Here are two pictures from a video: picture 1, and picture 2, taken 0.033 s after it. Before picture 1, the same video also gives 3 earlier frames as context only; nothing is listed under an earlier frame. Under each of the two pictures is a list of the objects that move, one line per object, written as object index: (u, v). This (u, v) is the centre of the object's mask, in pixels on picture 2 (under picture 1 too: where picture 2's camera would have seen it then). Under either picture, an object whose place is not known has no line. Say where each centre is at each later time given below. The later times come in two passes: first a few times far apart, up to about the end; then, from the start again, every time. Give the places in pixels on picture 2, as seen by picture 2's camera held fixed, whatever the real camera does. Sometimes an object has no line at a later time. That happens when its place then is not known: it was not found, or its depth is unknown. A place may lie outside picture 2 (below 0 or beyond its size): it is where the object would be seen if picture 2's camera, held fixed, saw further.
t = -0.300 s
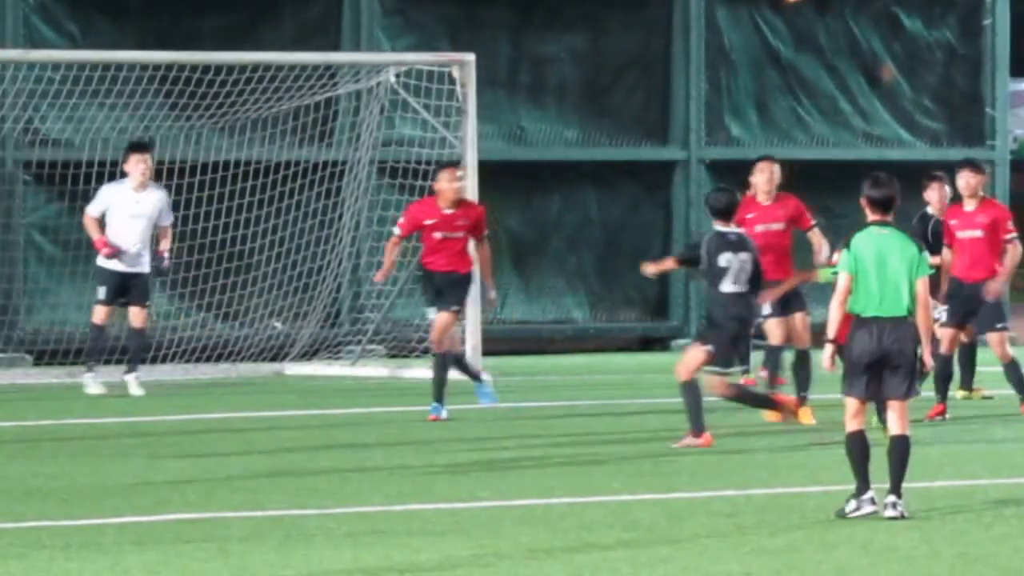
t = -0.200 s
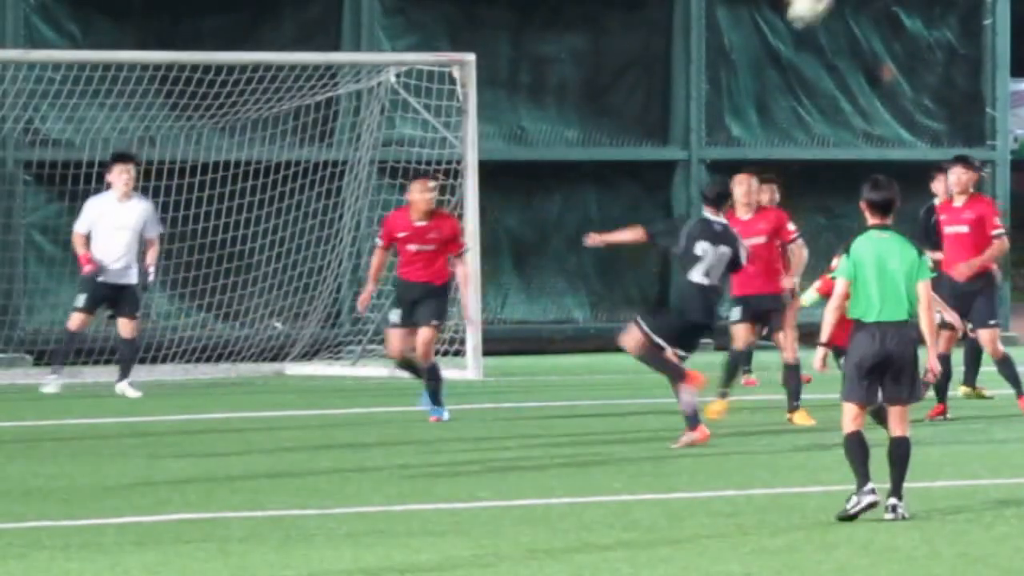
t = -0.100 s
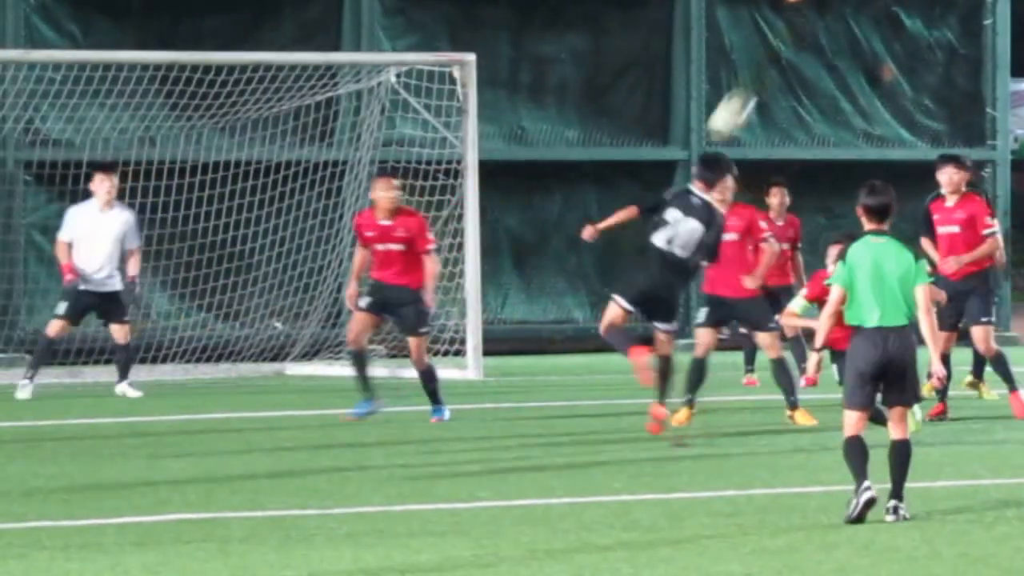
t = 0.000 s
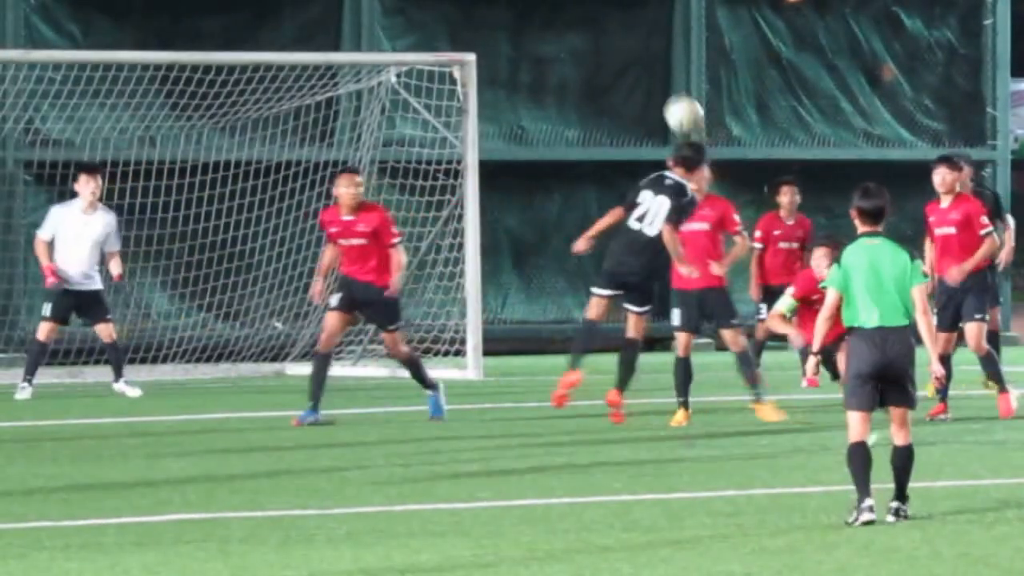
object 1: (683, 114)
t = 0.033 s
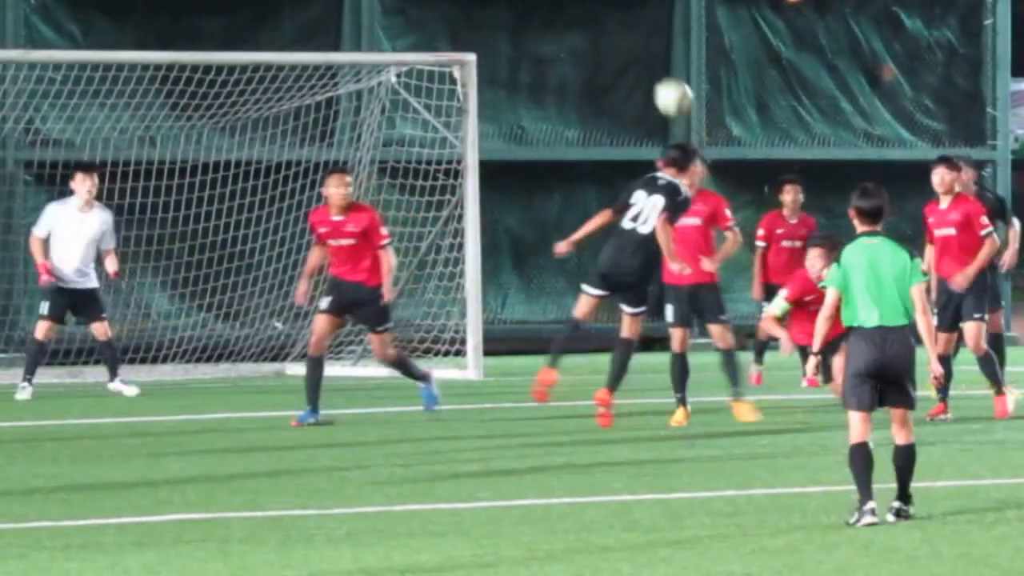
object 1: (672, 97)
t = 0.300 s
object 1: (590, 28)
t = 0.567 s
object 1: (517, 76)
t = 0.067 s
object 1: (662, 81)
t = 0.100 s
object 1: (652, 68)
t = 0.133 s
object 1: (641, 56)
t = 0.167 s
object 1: (631, 47)
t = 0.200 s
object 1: (620, 39)
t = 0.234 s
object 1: (610, 34)
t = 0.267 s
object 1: (600, 30)
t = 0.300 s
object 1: (590, 28)
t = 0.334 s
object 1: (581, 28)
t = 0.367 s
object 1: (571, 29)
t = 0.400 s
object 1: (562, 33)
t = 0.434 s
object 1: (552, 38)
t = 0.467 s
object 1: (543, 45)
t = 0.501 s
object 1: (534, 53)
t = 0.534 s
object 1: (526, 63)
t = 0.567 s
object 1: (517, 76)
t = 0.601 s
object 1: (508, 89)
